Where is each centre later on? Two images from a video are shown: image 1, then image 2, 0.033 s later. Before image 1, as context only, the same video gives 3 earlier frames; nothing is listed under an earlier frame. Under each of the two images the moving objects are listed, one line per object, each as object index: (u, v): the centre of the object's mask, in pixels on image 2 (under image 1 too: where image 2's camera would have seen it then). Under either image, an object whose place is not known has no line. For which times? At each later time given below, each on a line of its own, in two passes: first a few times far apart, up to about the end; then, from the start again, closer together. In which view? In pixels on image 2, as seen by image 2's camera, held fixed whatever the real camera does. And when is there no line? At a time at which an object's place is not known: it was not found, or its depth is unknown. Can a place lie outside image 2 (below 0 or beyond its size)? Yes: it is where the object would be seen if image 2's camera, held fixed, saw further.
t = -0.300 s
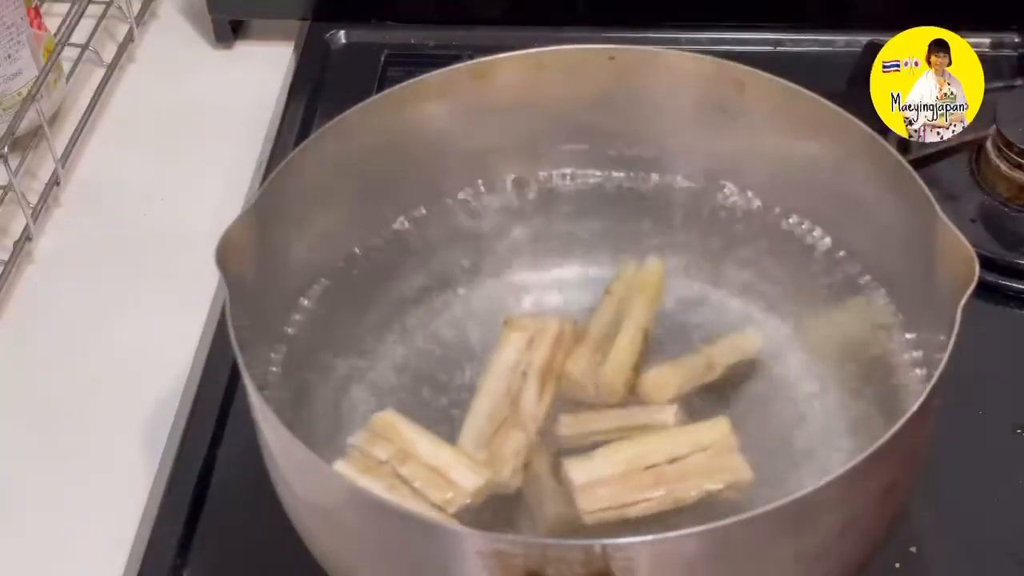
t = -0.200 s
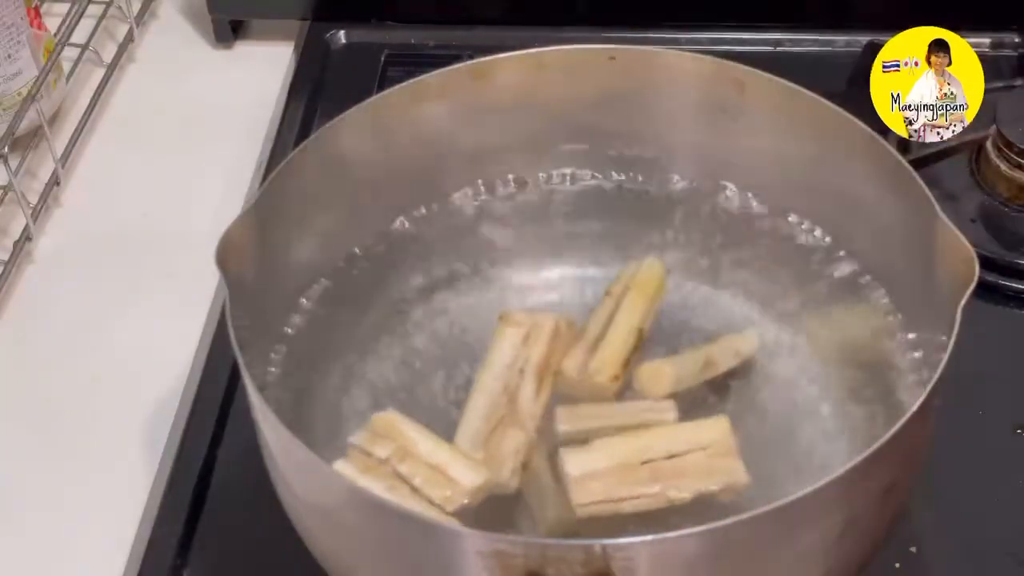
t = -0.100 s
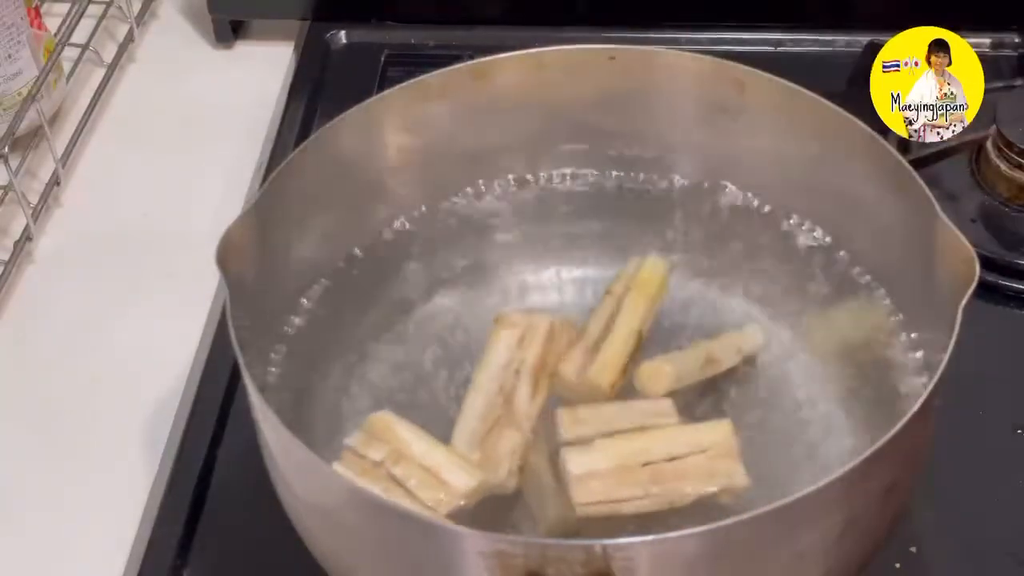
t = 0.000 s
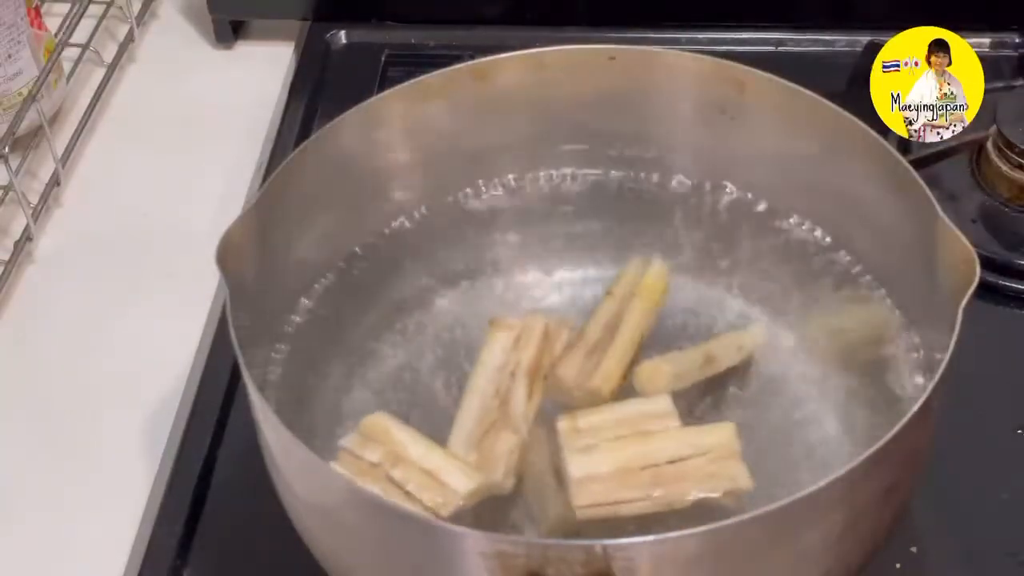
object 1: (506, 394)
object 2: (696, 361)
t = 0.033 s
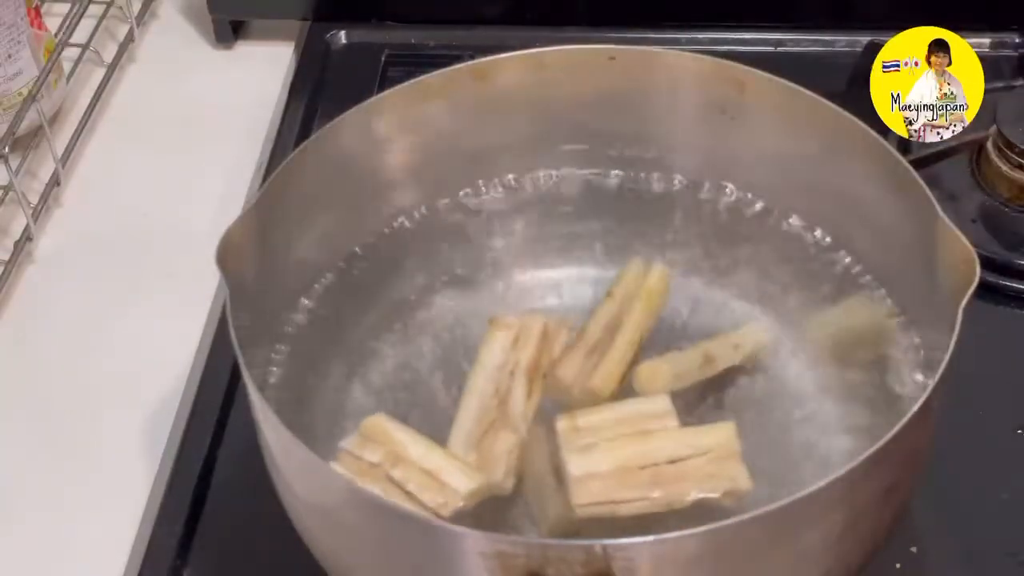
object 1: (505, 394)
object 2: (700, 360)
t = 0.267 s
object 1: (495, 399)
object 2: (700, 360)
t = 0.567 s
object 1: (488, 398)
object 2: (697, 357)
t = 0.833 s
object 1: (483, 398)
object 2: (698, 358)
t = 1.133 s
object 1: (480, 396)
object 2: (699, 357)
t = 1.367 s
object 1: (477, 396)
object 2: (696, 358)
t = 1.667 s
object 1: (475, 392)
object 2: (696, 359)
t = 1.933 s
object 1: (471, 390)
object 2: (695, 361)
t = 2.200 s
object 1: (468, 384)
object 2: (695, 361)
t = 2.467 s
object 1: (465, 381)
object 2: (696, 363)
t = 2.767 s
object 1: (463, 378)
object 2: (694, 363)
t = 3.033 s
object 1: (461, 377)
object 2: (695, 365)
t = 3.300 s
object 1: (461, 376)
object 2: (695, 366)
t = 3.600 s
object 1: (460, 376)
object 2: (694, 368)
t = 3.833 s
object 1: (460, 375)
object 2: (695, 368)
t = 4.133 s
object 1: (459, 376)
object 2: (695, 372)
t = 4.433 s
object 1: (459, 375)
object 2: (697, 374)
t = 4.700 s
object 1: (457, 376)
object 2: (697, 376)
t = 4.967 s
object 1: (457, 376)
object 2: (697, 378)
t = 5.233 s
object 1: (457, 377)
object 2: (695, 379)
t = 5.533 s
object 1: (457, 377)
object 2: (695, 374)
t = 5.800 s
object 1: (456, 378)
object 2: (696, 372)
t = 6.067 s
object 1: (455, 379)
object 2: (699, 370)
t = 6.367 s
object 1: (453, 381)
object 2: (698, 368)
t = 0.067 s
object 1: (505, 393)
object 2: (697, 361)
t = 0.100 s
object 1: (504, 393)
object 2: (700, 360)
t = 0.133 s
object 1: (503, 394)
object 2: (700, 359)
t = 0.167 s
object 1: (500, 396)
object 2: (698, 360)
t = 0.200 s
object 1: (499, 396)
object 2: (698, 361)
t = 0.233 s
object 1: (497, 398)
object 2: (699, 361)
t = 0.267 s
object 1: (495, 399)
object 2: (700, 360)
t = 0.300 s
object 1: (493, 399)
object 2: (698, 361)
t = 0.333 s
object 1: (492, 399)
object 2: (699, 360)
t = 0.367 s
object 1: (492, 397)
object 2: (698, 360)
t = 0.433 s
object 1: (491, 397)
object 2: (697, 357)
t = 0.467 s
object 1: (491, 398)
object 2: (698, 357)
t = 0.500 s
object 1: (490, 398)
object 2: (696, 357)
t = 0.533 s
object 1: (489, 399)
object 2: (697, 356)
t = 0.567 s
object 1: (488, 398)
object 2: (697, 357)
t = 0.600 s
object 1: (487, 398)
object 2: (697, 357)
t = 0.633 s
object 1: (486, 399)
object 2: (699, 357)
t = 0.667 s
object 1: (486, 399)
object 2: (698, 356)
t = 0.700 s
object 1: (485, 399)
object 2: (698, 357)
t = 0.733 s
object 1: (485, 399)
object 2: (698, 357)
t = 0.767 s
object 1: (485, 399)
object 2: (698, 357)
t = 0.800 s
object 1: (484, 399)
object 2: (698, 357)
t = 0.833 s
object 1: (483, 398)
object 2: (698, 358)
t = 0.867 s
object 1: (482, 399)
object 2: (699, 358)
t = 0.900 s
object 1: (482, 398)
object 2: (698, 359)
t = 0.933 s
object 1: (481, 398)
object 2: (699, 358)
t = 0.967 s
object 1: (481, 397)
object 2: (699, 358)
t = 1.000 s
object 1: (481, 397)
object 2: (700, 357)
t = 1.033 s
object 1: (481, 397)
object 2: (698, 357)
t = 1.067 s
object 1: (481, 396)
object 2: (699, 357)
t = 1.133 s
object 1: (480, 396)
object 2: (699, 357)
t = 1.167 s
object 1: (479, 396)
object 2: (699, 357)
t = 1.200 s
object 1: (478, 397)
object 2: (698, 358)
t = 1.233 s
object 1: (478, 397)
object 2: (699, 358)
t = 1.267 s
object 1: (477, 397)
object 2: (698, 358)
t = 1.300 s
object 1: (477, 397)
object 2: (698, 357)
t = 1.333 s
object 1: (477, 397)
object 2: (697, 358)
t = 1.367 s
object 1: (477, 396)
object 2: (696, 358)
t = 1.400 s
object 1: (476, 396)
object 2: (695, 359)
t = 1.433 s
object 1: (476, 395)
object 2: (696, 358)
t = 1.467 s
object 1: (475, 395)
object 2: (696, 359)
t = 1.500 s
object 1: (474, 394)
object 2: (695, 359)
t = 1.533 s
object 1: (474, 394)
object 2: (696, 359)
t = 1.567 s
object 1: (474, 394)
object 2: (695, 359)
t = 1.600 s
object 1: (474, 393)
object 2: (695, 360)
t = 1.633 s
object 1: (474, 392)
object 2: (695, 359)
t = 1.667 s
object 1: (475, 392)
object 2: (696, 359)
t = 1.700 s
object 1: (475, 392)
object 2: (694, 359)
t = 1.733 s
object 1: (474, 392)
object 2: (694, 360)
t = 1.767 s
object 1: (474, 392)
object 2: (695, 360)
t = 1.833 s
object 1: (472, 391)
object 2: (694, 361)
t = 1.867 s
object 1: (471, 391)
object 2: (694, 361)
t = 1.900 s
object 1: (471, 390)
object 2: (695, 361)
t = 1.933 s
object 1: (471, 390)
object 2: (695, 361)
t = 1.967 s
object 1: (470, 389)
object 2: (694, 361)
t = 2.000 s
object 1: (470, 389)
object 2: (695, 361)
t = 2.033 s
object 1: (470, 388)
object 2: (695, 361)
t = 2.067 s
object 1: (470, 387)
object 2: (694, 361)
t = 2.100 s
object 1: (470, 386)
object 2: (694, 361)
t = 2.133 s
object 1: (469, 386)
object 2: (694, 361)
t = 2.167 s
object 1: (469, 385)
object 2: (696, 361)
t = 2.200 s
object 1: (468, 384)
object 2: (695, 361)
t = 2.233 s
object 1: (468, 384)
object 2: (696, 361)
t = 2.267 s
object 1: (468, 383)
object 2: (696, 362)
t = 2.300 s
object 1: (468, 383)
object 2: (695, 362)
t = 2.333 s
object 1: (468, 382)
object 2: (696, 362)
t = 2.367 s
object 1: (467, 382)
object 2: (695, 362)
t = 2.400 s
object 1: (466, 382)
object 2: (696, 362)
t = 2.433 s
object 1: (466, 382)
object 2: (695, 363)
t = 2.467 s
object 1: (465, 381)
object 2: (696, 363)
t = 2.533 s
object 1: (464, 381)
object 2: (696, 363)
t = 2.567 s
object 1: (464, 380)
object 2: (695, 362)
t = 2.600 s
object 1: (464, 378)
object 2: (696, 362)
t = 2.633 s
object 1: (464, 378)
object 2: (696, 362)
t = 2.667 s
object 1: (464, 378)
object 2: (695, 362)
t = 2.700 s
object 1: (464, 378)
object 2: (695, 362)
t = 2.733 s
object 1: (463, 378)
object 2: (695, 362)
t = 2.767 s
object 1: (463, 378)
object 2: (694, 363)
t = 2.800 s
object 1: (463, 378)
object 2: (695, 363)
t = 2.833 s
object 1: (463, 378)
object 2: (695, 363)
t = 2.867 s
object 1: (463, 378)
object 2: (696, 363)
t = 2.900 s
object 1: (463, 377)
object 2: (694, 364)
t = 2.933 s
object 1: (463, 378)
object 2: (695, 364)
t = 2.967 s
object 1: (462, 377)
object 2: (696, 364)
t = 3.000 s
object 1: (461, 377)
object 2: (695, 365)
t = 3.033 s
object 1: (461, 377)
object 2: (695, 365)
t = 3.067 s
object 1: (460, 377)
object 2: (695, 365)
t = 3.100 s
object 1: (460, 377)
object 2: (697, 365)
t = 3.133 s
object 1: (460, 377)
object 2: (694, 366)
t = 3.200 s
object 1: (461, 375)
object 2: (695, 366)
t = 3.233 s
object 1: (461, 375)
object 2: (694, 366)
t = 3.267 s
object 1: (461, 375)
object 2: (695, 366)
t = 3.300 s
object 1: (461, 376)
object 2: (695, 366)
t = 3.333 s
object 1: (461, 376)
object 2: (694, 367)
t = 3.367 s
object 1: (461, 376)
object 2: (695, 367)
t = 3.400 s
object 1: (461, 376)
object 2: (695, 367)
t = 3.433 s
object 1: (460, 376)
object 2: (694, 368)
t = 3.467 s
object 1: (460, 376)
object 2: (697, 367)
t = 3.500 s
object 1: (460, 376)
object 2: (695, 368)
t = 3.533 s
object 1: (460, 376)
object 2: (694, 368)
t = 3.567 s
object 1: (460, 376)
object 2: (696, 368)
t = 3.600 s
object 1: (460, 376)
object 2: (694, 368)
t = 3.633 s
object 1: (459, 376)
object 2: (694, 368)
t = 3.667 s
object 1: (459, 376)
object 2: (694, 369)
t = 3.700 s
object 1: (459, 375)
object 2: (695, 368)
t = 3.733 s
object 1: (459, 375)
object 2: (695, 368)
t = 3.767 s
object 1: (459, 375)
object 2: (695, 368)
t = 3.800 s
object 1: (460, 375)
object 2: (695, 368)
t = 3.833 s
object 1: (460, 375)
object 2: (695, 368)
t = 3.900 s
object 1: (460, 375)
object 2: (693, 369)
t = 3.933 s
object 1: (460, 375)
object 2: (694, 368)
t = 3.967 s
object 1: (460, 375)
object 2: (695, 369)
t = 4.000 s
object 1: (460, 375)
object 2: (697, 369)
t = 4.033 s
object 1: (459, 375)
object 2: (695, 370)
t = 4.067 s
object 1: (459, 375)
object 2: (696, 371)
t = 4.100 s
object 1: (459, 375)
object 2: (694, 372)
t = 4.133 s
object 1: (459, 376)
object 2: (695, 372)
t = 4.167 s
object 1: (459, 375)
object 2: (694, 372)
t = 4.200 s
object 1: (459, 375)
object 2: (695, 373)
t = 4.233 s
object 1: (459, 375)
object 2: (695, 372)
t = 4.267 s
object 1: (459, 375)
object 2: (696, 373)
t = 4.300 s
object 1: (459, 375)
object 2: (696, 374)
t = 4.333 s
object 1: (459, 375)
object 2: (698, 373)
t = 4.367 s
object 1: (459, 375)
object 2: (698, 373)
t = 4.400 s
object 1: (459, 375)
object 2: (697, 374)
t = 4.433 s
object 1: (459, 375)
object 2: (697, 374)
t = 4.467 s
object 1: (459, 375)
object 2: (700, 373)
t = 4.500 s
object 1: (459, 376)
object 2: (698, 375)
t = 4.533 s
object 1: (458, 376)
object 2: (698, 375)
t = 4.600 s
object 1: (458, 376)
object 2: (698, 375)
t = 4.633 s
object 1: (458, 376)
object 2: (698, 375)
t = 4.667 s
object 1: (457, 376)
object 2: (698, 375)
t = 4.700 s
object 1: (457, 376)
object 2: (697, 376)
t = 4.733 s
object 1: (457, 376)
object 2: (697, 375)
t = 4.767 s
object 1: (457, 376)
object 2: (697, 375)
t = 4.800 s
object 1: (457, 376)
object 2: (695, 377)
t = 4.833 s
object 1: (457, 376)
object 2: (696, 377)
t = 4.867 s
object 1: (457, 376)
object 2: (697, 377)
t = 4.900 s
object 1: (457, 376)
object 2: (697, 377)
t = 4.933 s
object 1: (457, 376)
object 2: (697, 377)
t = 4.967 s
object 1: (457, 376)
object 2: (697, 378)
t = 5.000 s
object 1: (458, 377)
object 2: (696, 379)
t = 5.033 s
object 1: (458, 376)
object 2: (697, 378)
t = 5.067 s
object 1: (458, 377)
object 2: (696, 379)
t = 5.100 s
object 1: (458, 376)
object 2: (697, 379)
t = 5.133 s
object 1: (457, 377)
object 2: (695, 380)
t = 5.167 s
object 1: (457, 377)
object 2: (696, 379)
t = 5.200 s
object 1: (457, 377)
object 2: (695, 380)
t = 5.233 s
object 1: (457, 377)
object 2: (695, 379)
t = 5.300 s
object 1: (456, 376)
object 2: (695, 378)
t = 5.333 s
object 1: (456, 377)
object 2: (695, 378)
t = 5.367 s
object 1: (456, 377)
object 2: (694, 377)
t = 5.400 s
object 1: (456, 377)
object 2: (694, 376)
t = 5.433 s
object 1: (457, 377)
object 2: (695, 375)
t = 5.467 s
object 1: (457, 377)
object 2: (693, 376)
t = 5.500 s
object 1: (457, 377)
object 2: (694, 375)
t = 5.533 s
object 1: (457, 377)
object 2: (695, 374)
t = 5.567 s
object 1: (457, 377)
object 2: (695, 375)
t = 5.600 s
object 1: (457, 377)
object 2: (694, 375)
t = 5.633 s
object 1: (457, 378)
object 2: (696, 373)
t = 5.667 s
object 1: (457, 377)
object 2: (695, 373)
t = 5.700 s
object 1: (457, 378)
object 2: (695, 373)
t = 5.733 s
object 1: (456, 378)
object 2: (696, 373)
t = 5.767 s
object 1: (456, 378)
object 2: (695, 373)
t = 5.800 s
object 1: (456, 378)
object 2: (696, 372)
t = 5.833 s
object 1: (456, 378)
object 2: (695, 372)
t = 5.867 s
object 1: (455, 378)
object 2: (696, 371)
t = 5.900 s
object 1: (455, 378)
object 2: (696, 371)
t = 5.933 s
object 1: (455, 379)
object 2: (697, 371)
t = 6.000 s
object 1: (455, 379)
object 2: (697, 371)
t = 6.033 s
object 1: (455, 379)
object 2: (698, 370)
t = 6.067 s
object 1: (455, 379)
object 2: (699, 370)
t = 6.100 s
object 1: (455, 379)
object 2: (699, 370)
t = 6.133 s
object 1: (455, 379)
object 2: (699, 370)
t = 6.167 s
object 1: (454, 380)
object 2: (699, 370)
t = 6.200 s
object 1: (454, 380)
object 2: (699, 370)
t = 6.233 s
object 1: (454, 380)
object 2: (699, 369)
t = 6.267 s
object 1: (453, 380)
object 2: (699, 370)
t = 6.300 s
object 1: (454, 380)
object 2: (699, 368)
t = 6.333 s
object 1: (453, 381)
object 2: (699, 368)
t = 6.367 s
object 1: (453, 381)
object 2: (698, 368)
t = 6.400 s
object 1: (453, 381)
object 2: (698, 367)
